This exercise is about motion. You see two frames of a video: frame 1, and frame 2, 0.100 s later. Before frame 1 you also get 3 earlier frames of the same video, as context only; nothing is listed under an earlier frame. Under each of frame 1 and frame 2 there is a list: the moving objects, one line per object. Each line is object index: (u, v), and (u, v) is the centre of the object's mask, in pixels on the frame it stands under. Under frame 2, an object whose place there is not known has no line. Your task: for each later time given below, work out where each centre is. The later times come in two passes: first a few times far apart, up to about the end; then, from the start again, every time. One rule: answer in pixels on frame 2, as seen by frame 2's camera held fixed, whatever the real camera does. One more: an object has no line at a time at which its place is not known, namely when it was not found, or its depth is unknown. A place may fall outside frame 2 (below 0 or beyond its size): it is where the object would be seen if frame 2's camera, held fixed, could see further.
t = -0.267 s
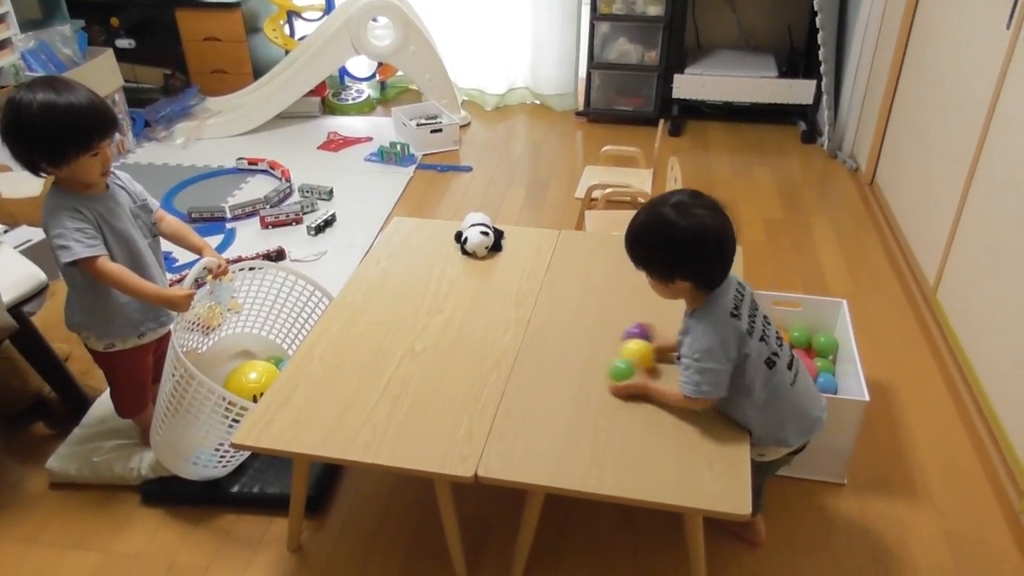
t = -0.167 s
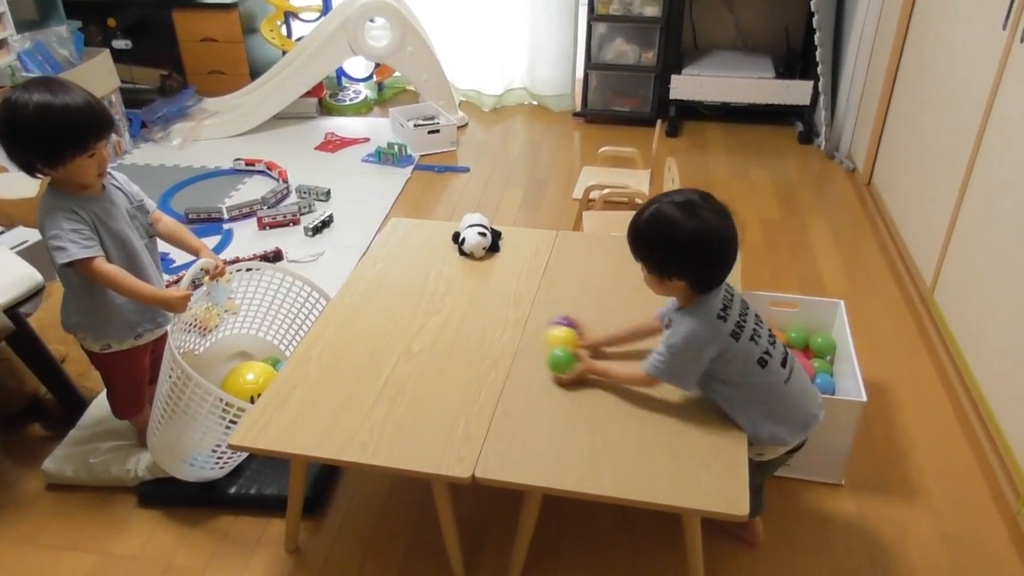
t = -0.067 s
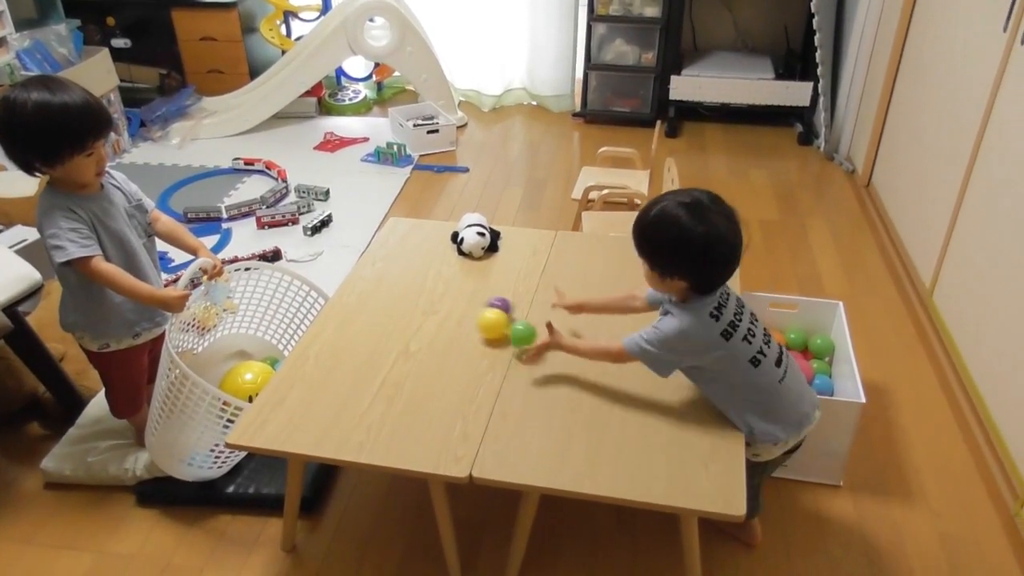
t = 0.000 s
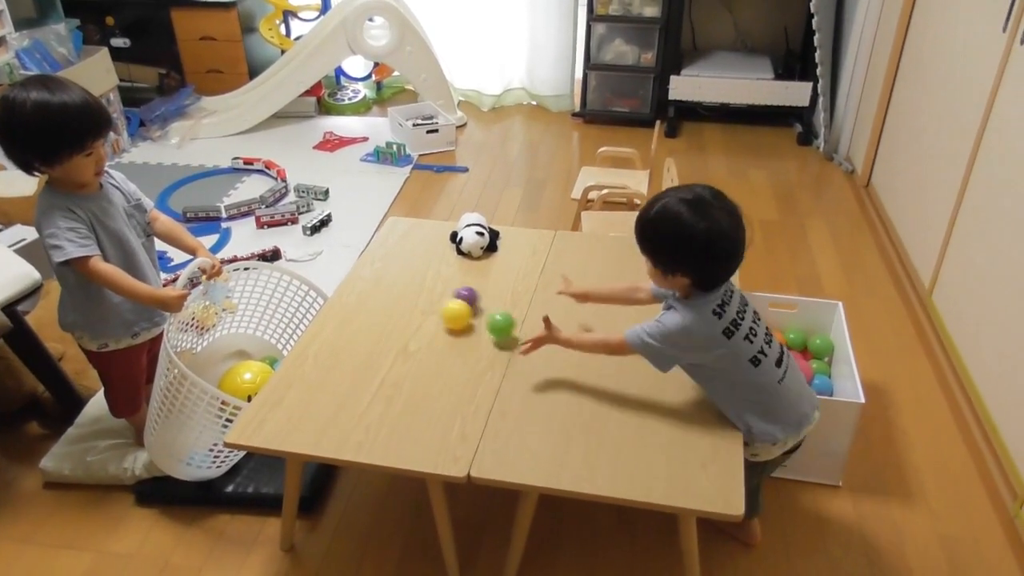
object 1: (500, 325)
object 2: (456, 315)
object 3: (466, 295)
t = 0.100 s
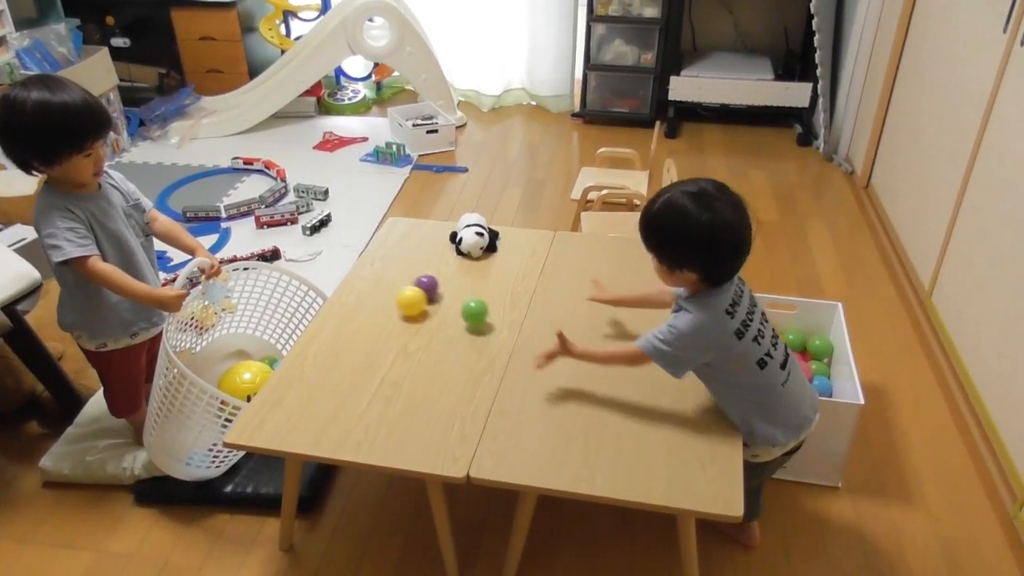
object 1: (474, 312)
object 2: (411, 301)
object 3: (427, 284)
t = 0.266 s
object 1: (437, 294)
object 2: (350, 287)
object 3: (383, 270)
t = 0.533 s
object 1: (383, 265)
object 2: (316, 268)
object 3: (332, 269)
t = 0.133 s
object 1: (467, 307)
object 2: (398, 298)
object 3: (416, 281)
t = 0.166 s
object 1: (460, 307)
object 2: (386, 296)
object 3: (407, 279)
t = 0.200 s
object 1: (452, 301)
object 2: (374, 292)
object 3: (399, 275)
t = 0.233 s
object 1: (444, 298)
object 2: (362, 289)
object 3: (391, 273)
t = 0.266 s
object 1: (437, 294)
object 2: (350, 287)
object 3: (383, 270)
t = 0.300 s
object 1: (430, 291)
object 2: (338, 284)
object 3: (376, 268)
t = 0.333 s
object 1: (422, 286)
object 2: (326, 279)
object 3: (368, 264)
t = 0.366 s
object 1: (415, 282)
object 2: (323, 267)
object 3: (361, 262)
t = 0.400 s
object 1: (409, 279)
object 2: (320, 259)
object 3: (354, 259)
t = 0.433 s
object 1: (402, 276)
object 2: (318, 256)
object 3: (347, 256)
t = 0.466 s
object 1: (396, 272)
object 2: (317, 256)
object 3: (341, 257)
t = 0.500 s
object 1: (390, 268)
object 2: (316, 260)
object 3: (336, 261)
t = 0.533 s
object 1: (383, 265)
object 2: (316, 268)
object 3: (332, 269)
